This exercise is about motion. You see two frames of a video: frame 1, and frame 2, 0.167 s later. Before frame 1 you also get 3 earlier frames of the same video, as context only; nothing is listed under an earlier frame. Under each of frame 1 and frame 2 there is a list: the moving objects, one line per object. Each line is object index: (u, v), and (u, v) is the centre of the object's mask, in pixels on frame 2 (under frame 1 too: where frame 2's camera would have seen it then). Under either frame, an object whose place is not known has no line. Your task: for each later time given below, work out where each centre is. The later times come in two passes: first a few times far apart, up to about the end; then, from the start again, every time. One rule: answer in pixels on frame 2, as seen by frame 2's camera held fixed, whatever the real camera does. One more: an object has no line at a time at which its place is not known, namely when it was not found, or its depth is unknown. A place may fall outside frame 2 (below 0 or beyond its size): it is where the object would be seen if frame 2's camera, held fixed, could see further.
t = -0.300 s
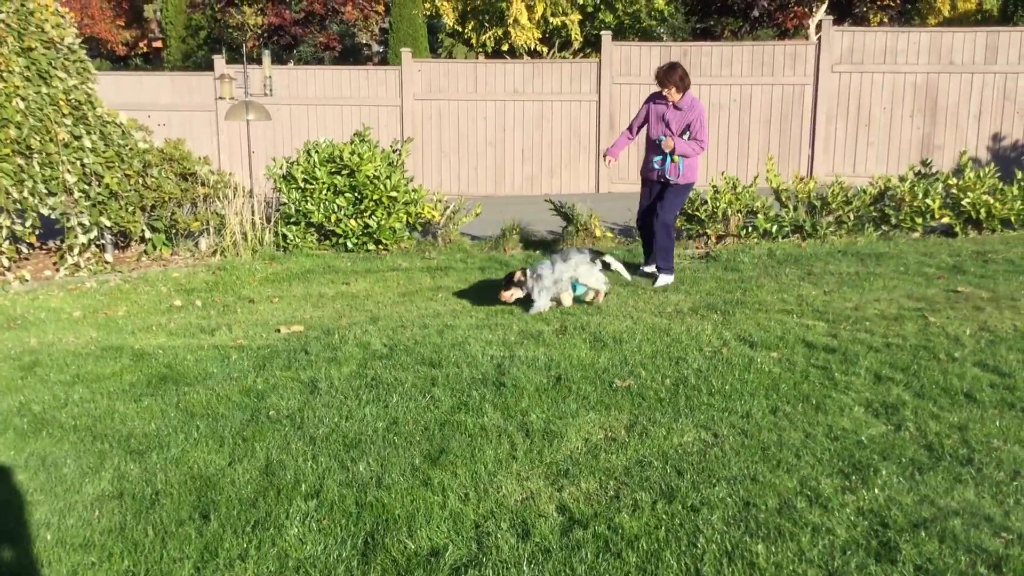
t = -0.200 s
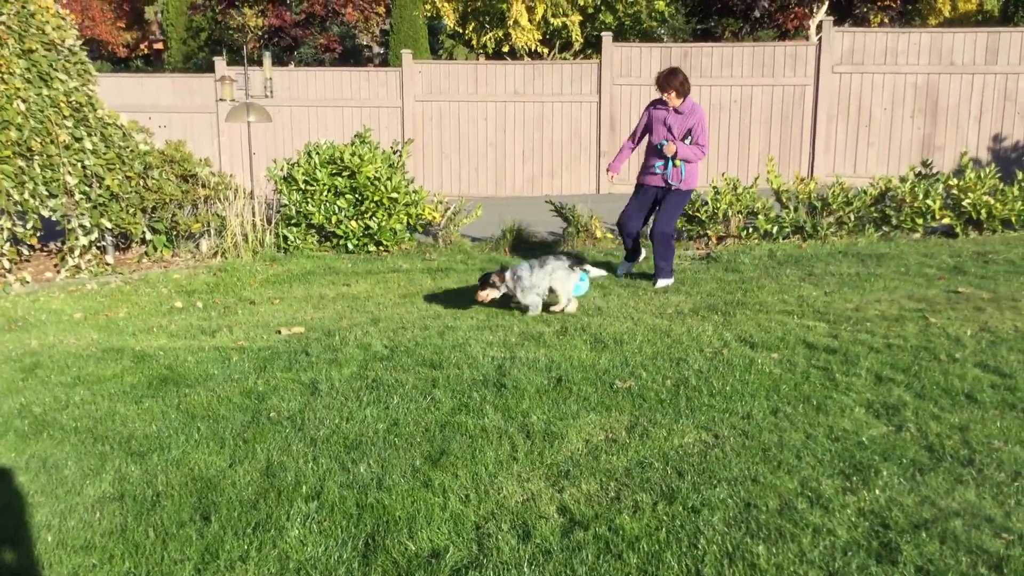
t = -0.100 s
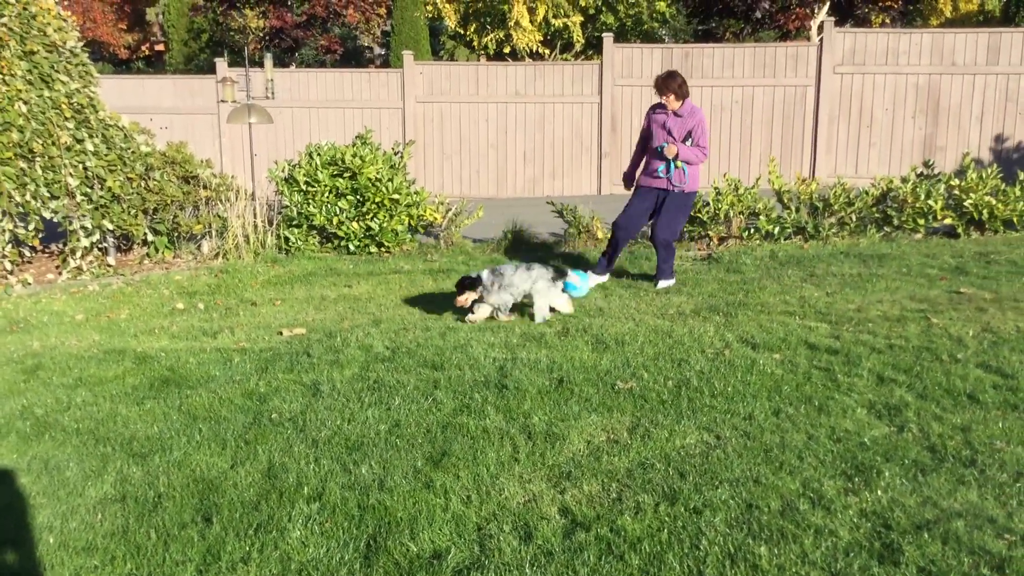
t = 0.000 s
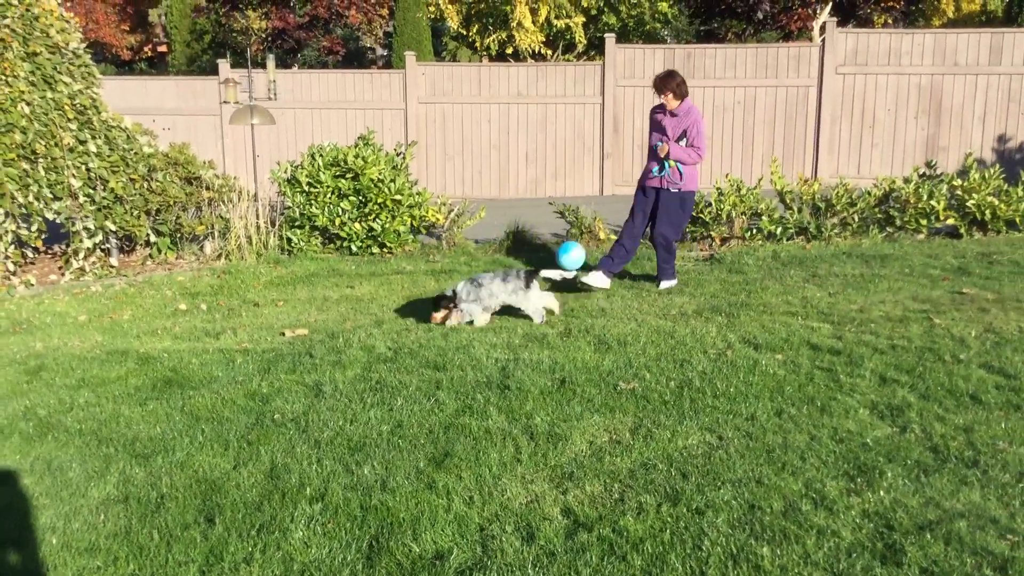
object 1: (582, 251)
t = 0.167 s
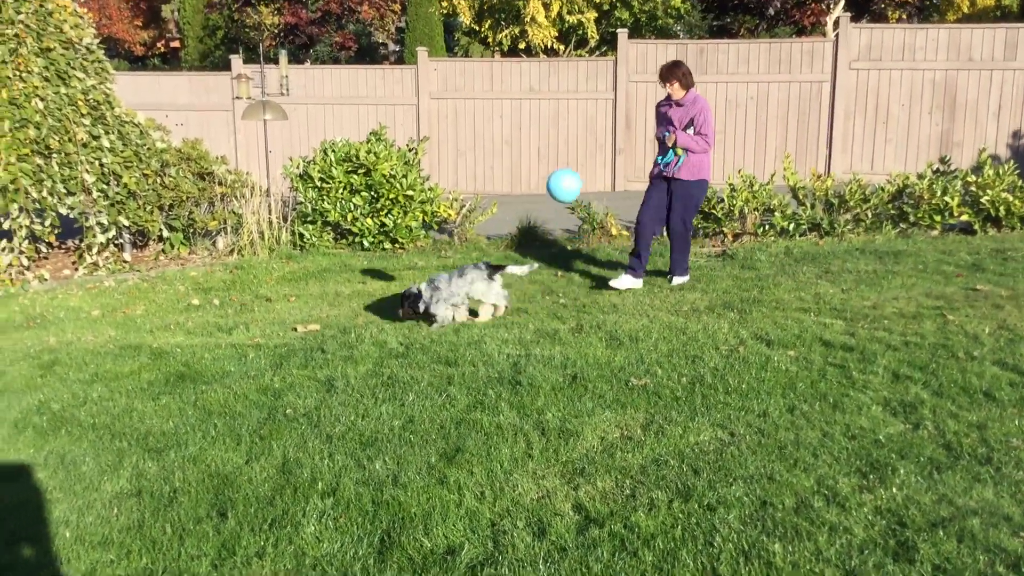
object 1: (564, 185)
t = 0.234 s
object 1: (559, 168)
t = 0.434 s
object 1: (537, 168)
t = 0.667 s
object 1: (507, 311)
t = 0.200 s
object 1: (562, 176)
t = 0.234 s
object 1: (559, 168)
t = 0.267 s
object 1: (556, 163)
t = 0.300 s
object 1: (553, 159)
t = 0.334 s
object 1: (549, 158)
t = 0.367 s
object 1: (545, 159)
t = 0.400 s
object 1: (541, 162)
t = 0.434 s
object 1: (537, 168)
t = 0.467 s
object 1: (533, 176)
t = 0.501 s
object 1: (530, 188)
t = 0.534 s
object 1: (526, 204)
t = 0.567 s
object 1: (523, 223)
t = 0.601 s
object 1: (517, 246)
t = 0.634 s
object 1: (512, 276)
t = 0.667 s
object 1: (507, 311)
